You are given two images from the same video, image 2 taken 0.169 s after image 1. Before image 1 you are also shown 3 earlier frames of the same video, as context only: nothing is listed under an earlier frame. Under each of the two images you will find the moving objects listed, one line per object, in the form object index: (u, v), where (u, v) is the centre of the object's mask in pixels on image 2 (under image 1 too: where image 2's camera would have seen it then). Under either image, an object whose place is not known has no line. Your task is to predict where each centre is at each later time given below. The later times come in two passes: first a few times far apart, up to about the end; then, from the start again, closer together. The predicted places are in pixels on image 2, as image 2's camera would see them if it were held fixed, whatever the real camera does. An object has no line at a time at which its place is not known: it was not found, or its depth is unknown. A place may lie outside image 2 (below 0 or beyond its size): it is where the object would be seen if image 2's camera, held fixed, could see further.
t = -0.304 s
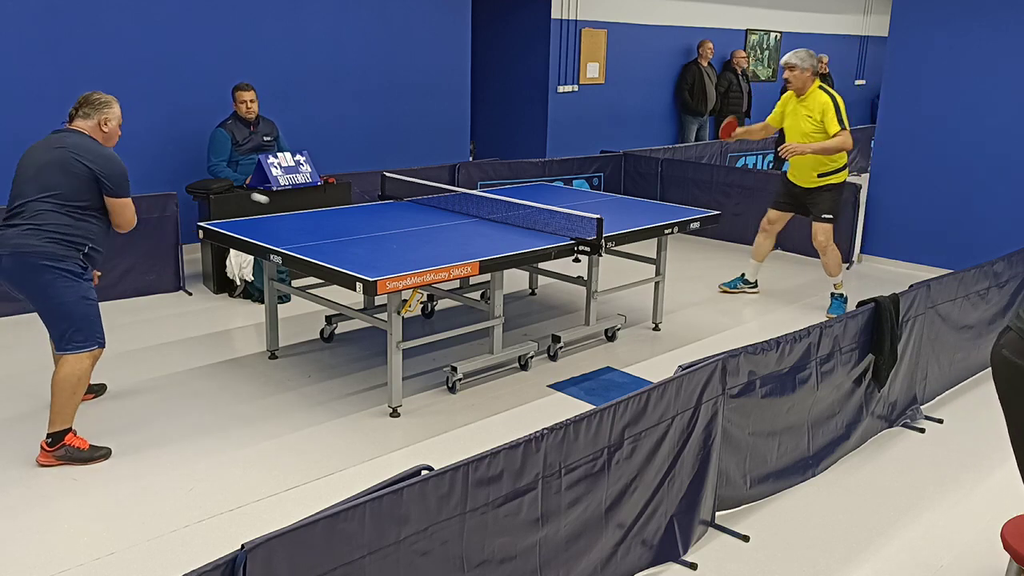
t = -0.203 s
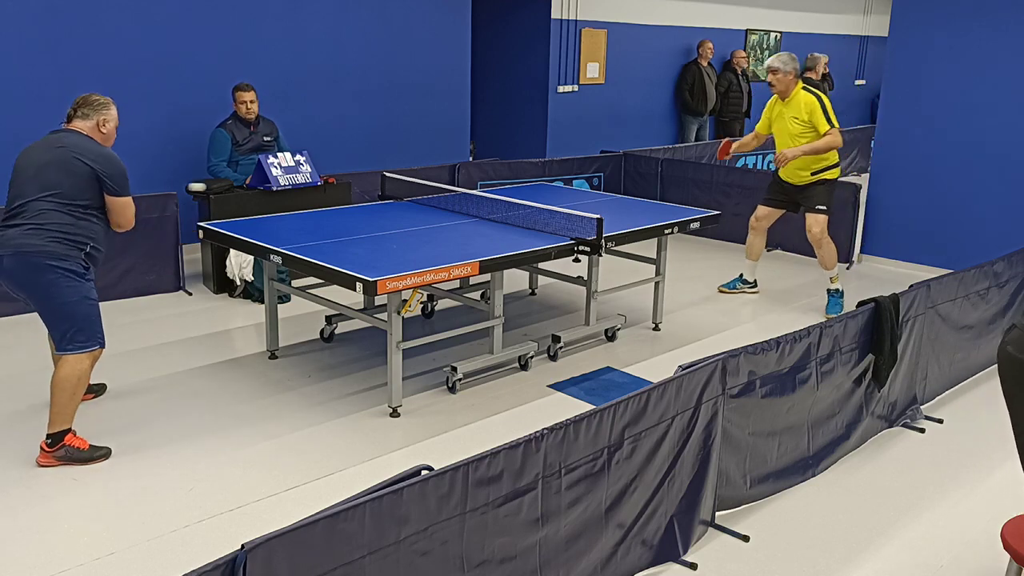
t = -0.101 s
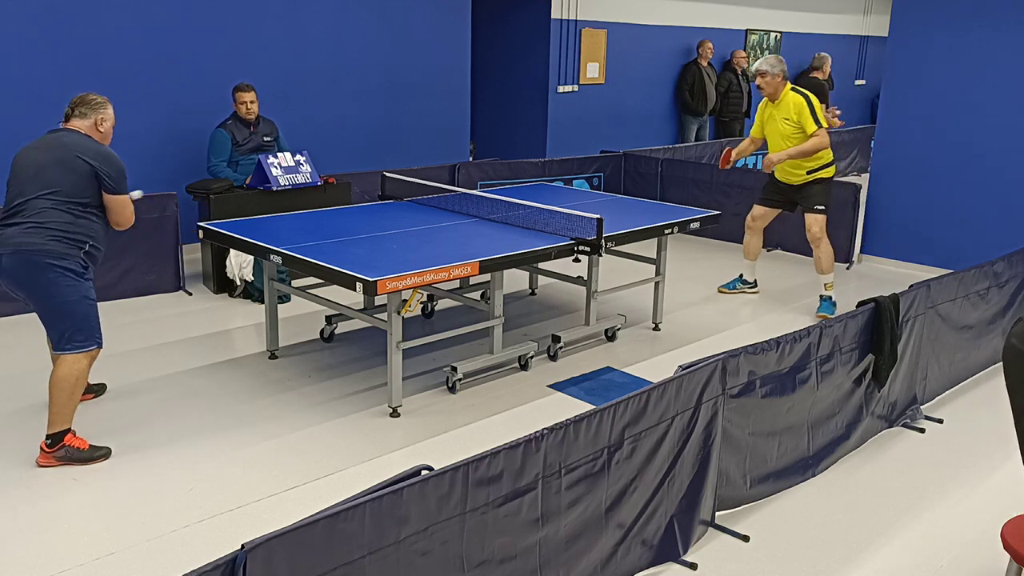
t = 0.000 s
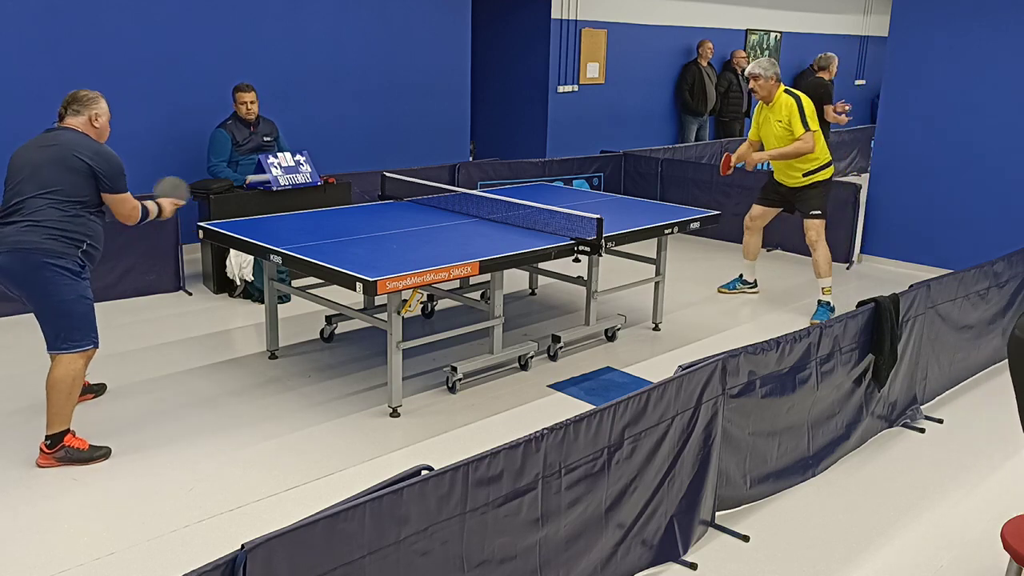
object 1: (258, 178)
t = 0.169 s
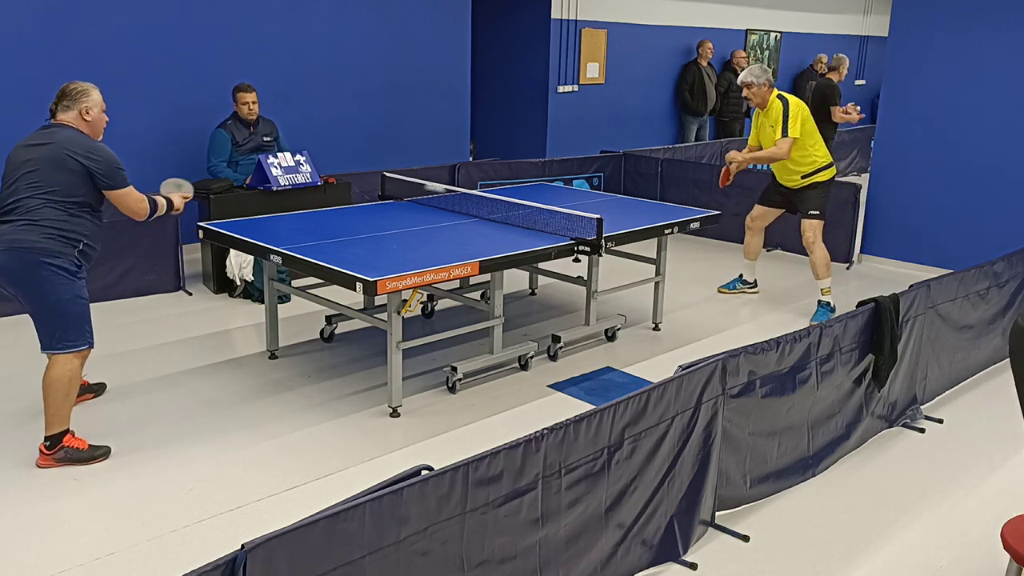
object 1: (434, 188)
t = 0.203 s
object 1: (463, 196)
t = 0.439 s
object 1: (460, 192)
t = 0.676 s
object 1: (450, 217)
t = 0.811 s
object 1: (444, 206)
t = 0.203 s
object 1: (463, 196)
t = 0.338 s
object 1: (465, 198)
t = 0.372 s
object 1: (464, 195)
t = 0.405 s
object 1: (462, 193)
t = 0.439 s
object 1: (460, 192)
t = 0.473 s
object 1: (460, 193)
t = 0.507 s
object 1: (458, 196)
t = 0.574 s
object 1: (454, 210)
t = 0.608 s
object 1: (454, 218)
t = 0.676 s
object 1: (450, 217)
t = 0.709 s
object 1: (448, 211)
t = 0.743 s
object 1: (447, 207)
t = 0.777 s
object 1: (446, 206)
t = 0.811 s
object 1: (444, 206)
